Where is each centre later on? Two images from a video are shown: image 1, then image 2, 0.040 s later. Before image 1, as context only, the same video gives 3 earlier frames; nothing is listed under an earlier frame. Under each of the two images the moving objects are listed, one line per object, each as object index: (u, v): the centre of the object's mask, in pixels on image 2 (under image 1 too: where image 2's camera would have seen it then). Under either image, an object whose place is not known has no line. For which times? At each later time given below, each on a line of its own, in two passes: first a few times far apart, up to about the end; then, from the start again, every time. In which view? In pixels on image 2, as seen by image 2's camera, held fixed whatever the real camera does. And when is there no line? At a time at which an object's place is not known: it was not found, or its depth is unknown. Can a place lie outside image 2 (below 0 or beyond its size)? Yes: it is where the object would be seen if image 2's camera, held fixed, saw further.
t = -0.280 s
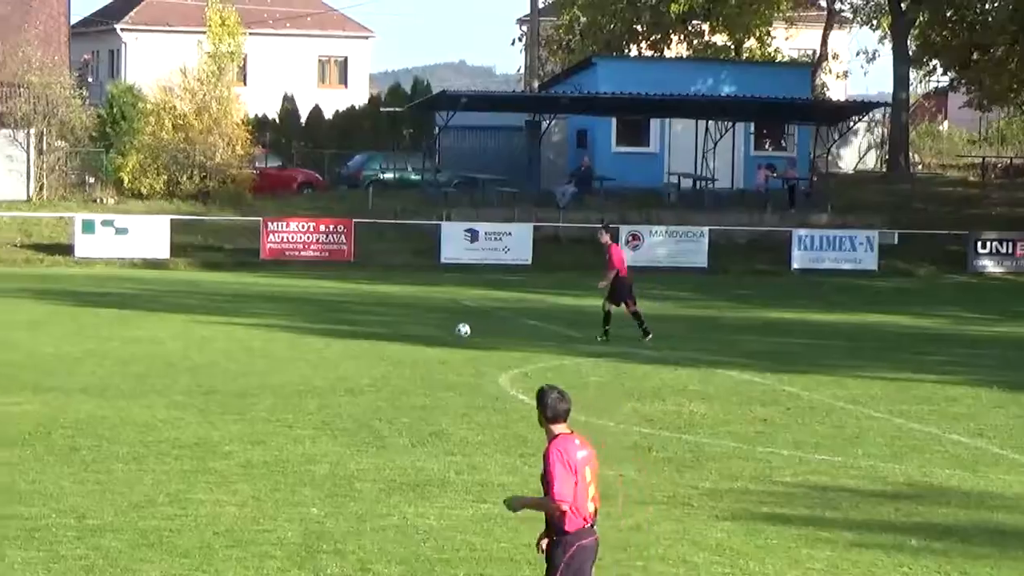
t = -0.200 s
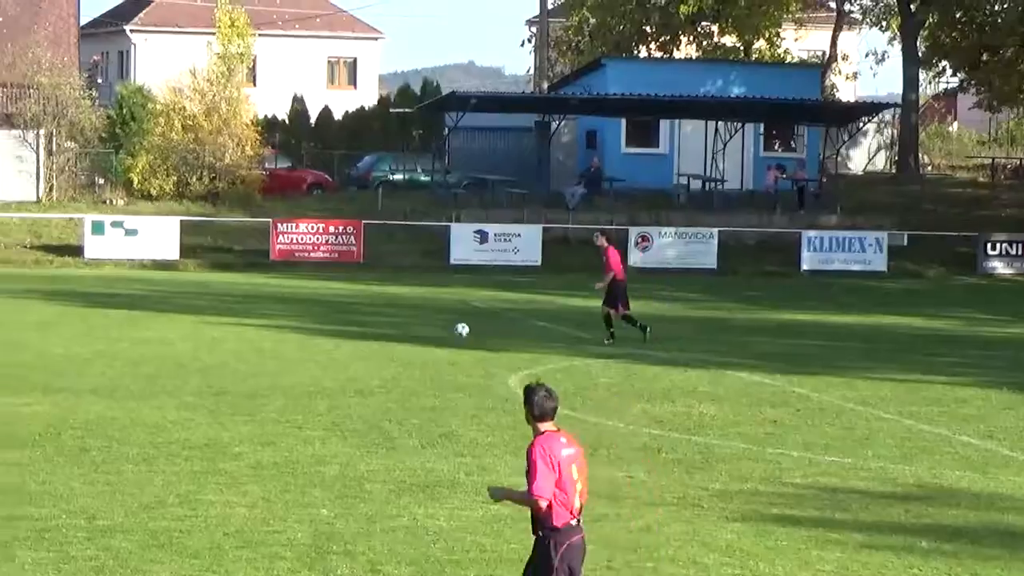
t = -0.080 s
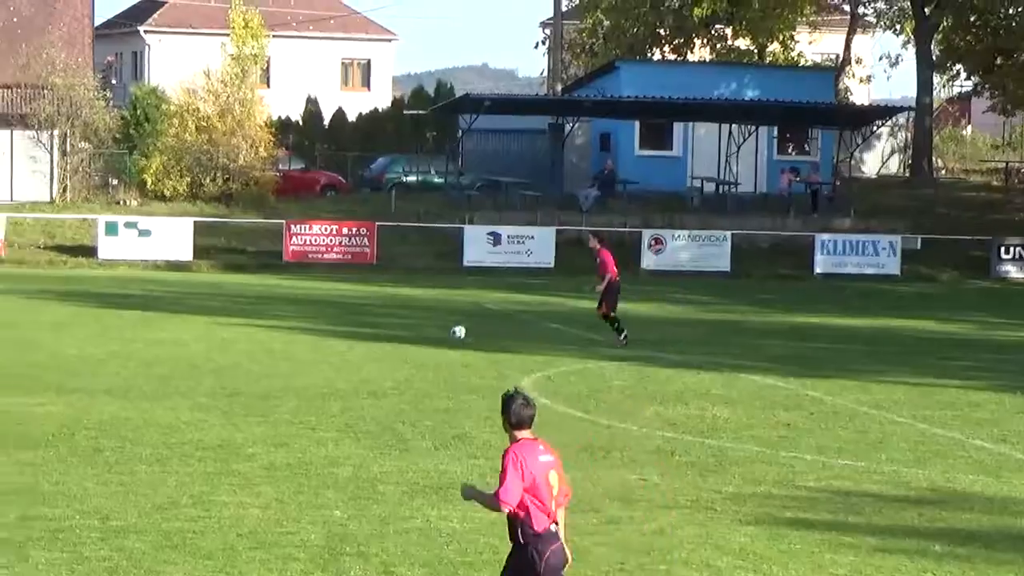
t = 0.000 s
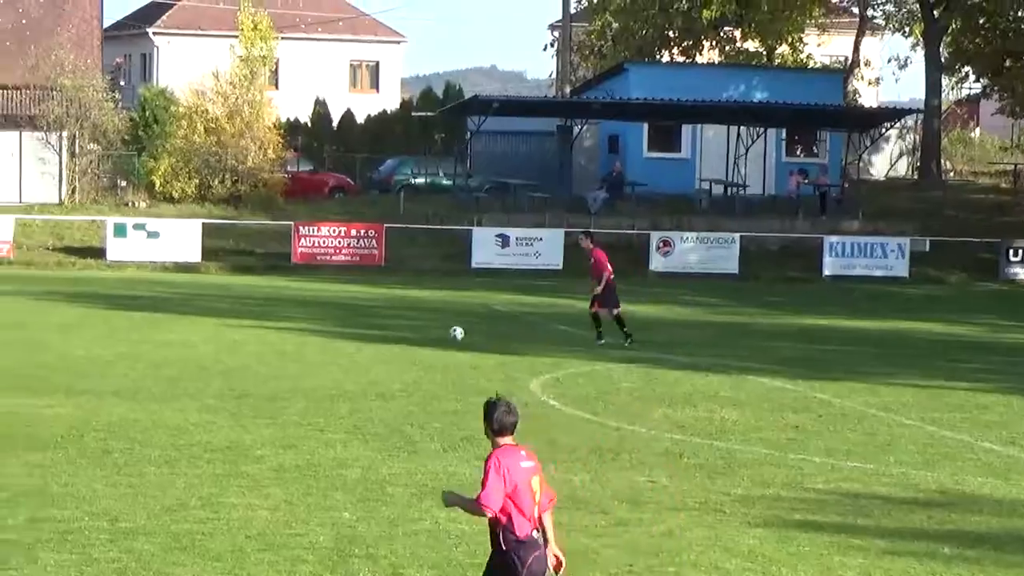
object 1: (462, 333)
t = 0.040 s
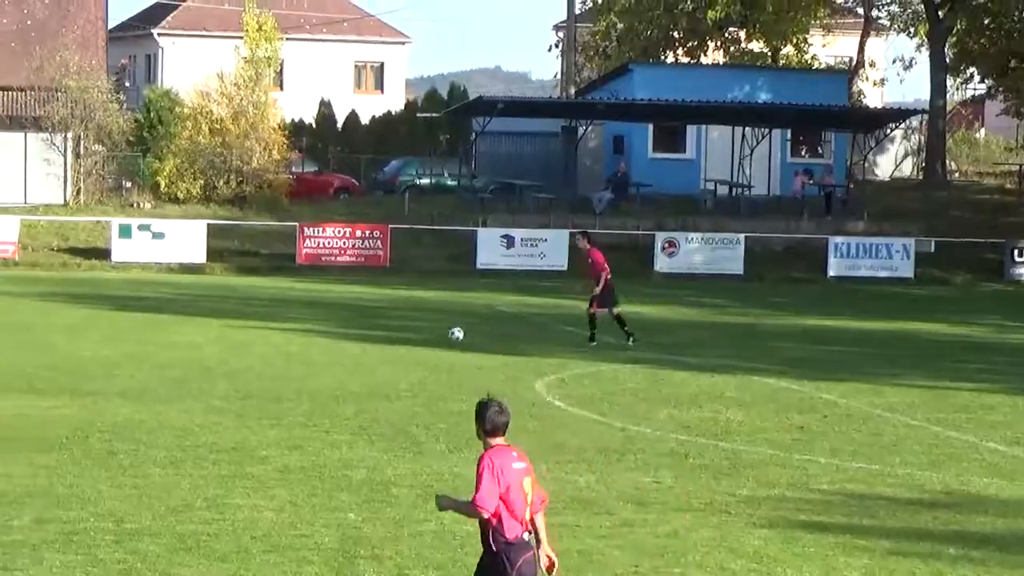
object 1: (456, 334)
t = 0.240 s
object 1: (433, 332)
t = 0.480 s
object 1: (409, 332)
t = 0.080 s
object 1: (452, 334)
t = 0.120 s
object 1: (447, 333)
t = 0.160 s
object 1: (443, 333)
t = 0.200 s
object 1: (438, 333)
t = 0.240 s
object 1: (433, 332)
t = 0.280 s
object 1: (429, 332)
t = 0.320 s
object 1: (425, 332)
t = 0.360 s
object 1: (420, 332)
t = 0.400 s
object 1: (418, 332)
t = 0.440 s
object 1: (413, 332)
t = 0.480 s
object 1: (409, 332)
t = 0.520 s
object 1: (404, 332)
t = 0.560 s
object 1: (401, 331)
